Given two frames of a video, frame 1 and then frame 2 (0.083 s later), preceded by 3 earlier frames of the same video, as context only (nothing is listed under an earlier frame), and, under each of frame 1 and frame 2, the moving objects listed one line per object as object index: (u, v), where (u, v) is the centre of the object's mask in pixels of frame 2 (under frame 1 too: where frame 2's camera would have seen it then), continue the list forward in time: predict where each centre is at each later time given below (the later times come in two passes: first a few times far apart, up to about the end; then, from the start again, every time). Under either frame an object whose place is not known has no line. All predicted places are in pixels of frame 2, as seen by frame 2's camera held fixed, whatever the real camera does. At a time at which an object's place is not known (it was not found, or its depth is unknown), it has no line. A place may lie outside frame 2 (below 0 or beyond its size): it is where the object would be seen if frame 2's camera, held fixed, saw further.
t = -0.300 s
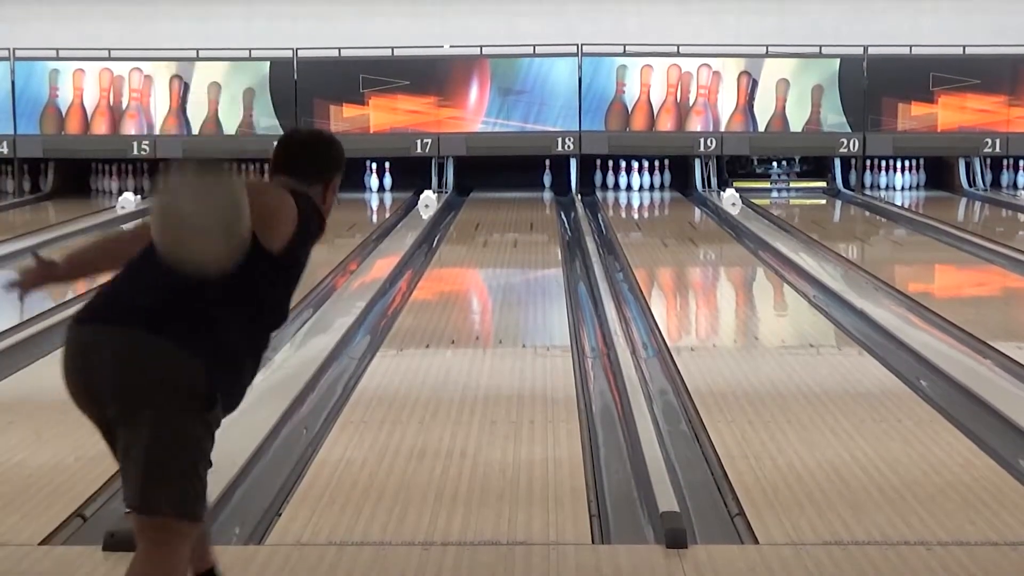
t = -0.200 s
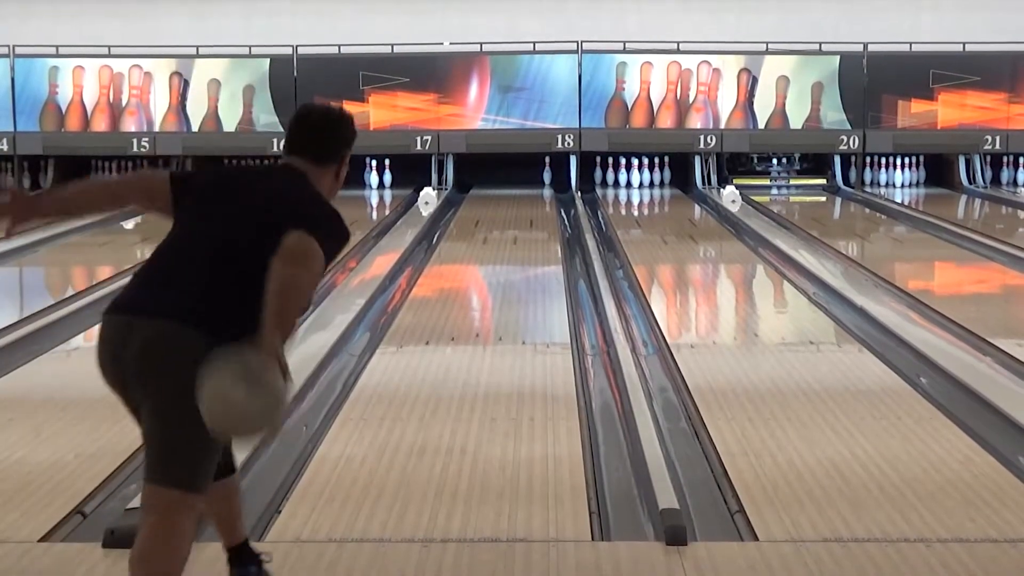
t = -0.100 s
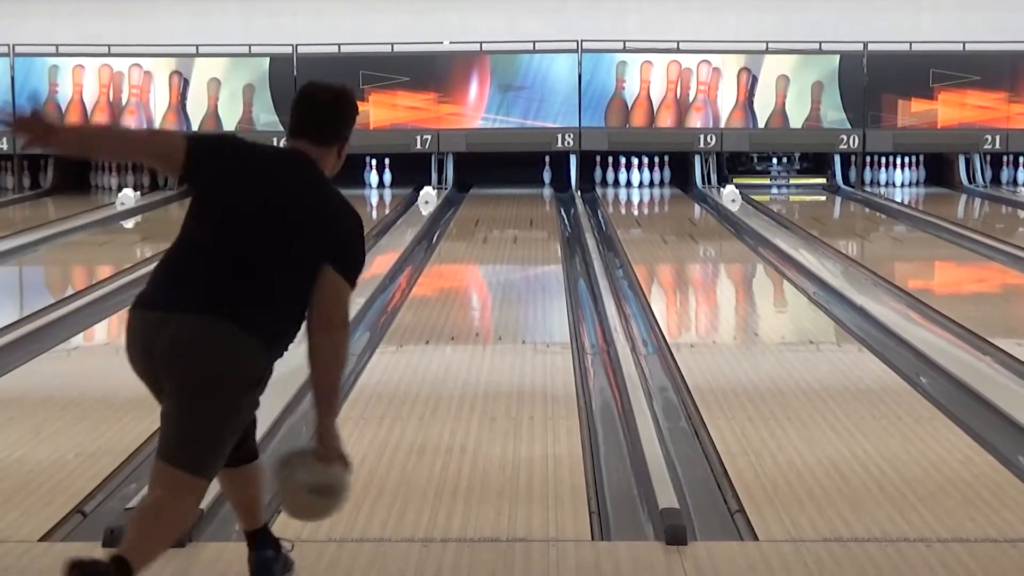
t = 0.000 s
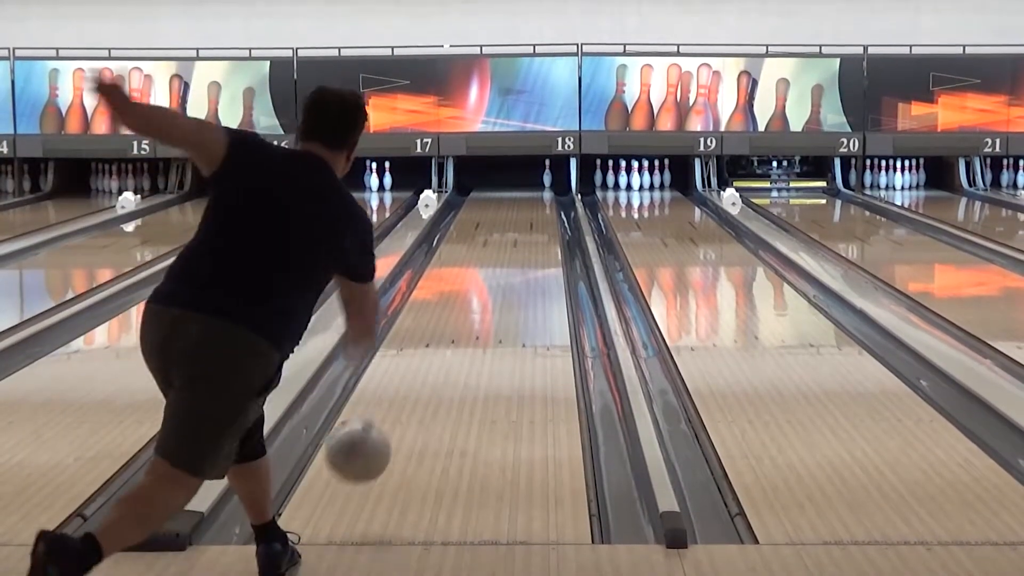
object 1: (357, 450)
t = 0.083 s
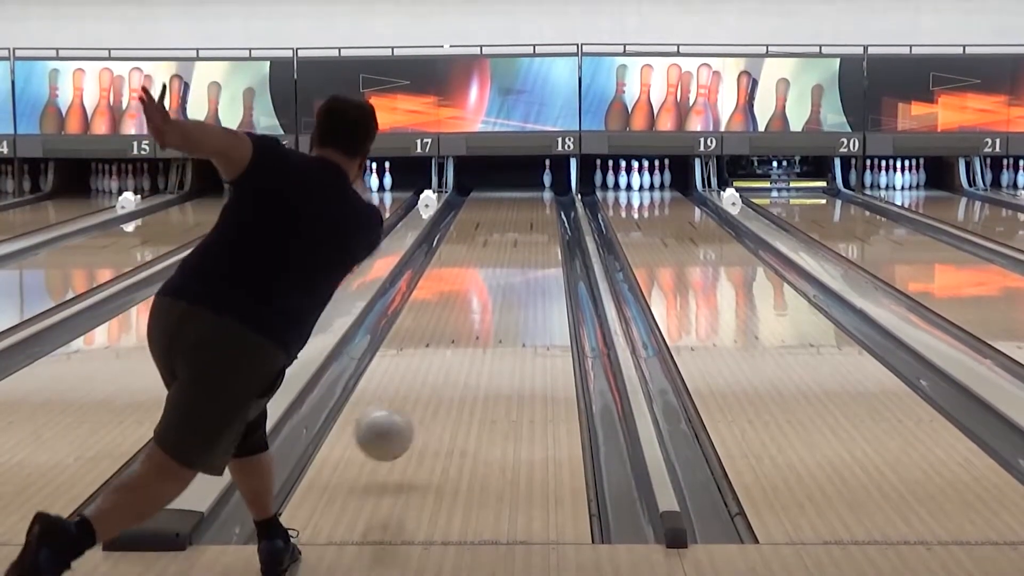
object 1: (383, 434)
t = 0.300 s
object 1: (431, 377)
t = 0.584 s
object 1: (467, 311)
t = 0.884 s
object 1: (493, 267)
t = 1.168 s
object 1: (508, 237)
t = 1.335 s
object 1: (520, 223)
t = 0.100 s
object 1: (388, 433)
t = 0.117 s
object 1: (392, 430)
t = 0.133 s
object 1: (397, 431)
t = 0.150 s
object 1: (401, 430)
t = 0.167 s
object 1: (405, 423)
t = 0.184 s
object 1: (409, 416)
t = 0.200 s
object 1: (413, 411)
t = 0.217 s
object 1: (417, 404)
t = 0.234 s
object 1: (421, 398)
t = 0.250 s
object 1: (423, 392)
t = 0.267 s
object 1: (426, 386)
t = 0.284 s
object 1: (428, 382)
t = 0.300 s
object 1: (431, 377)
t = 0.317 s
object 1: (434, 372)
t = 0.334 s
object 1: (437, 367)
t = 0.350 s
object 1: (439, 362)
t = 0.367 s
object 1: (442, 357)
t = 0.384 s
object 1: (444, 353)
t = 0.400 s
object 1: (446, 349)
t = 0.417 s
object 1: (449, 345)
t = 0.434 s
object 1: (451, 341)
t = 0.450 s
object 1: (452, 337)
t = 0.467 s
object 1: (454, 334)
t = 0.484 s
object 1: (457, 330)
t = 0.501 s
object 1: (459, 326)
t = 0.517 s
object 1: (461, 323)
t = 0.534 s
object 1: (463, 320)
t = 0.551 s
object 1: (465, 316)
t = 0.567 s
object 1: (467, 313)
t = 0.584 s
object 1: (467, 311)
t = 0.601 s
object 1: (469, 308)
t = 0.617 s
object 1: (471, 305)
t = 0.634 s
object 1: (472, 302)
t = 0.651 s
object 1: (474, 299)
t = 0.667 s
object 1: (476, 297)
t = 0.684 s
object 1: (477, 294)
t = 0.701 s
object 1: (479, 291)
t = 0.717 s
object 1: (480, 289)
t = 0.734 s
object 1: (481, 287)
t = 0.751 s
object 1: (483, 285)
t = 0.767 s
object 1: (484, 282)
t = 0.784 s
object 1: (485, 280)
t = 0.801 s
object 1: (487, 277)
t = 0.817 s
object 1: (488, 275)
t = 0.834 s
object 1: (489, 272)
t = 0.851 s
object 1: (490, 270)
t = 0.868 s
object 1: (491, 268)
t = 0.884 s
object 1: (493, 267)
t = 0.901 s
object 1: (494, 264)
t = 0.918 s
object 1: (494, 262)
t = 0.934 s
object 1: (495, 260)
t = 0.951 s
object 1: (496, 258)
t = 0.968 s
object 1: (496, 257)
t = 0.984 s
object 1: (497, 255)
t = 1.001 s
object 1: (499, 254)
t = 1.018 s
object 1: (500, 252)
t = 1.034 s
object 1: (501, 250)
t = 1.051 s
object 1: (502, 248)
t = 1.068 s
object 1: (503, 247)
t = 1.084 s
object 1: (503, 245)
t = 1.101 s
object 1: (504, 244)
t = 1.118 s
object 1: (505, 242)
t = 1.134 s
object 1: (506, 241)
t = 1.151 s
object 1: (507, 239)
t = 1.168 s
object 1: (508, 237)
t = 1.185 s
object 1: (508, 236)
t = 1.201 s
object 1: (509, 234)
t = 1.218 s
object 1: (510, 233)
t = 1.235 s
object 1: (511, 232)
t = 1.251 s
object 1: (512, 230)
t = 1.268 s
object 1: (514, 229)
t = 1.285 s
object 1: (515, 227)
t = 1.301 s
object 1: (517, 226)
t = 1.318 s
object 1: (518, 225)
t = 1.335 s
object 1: (520, 223)
